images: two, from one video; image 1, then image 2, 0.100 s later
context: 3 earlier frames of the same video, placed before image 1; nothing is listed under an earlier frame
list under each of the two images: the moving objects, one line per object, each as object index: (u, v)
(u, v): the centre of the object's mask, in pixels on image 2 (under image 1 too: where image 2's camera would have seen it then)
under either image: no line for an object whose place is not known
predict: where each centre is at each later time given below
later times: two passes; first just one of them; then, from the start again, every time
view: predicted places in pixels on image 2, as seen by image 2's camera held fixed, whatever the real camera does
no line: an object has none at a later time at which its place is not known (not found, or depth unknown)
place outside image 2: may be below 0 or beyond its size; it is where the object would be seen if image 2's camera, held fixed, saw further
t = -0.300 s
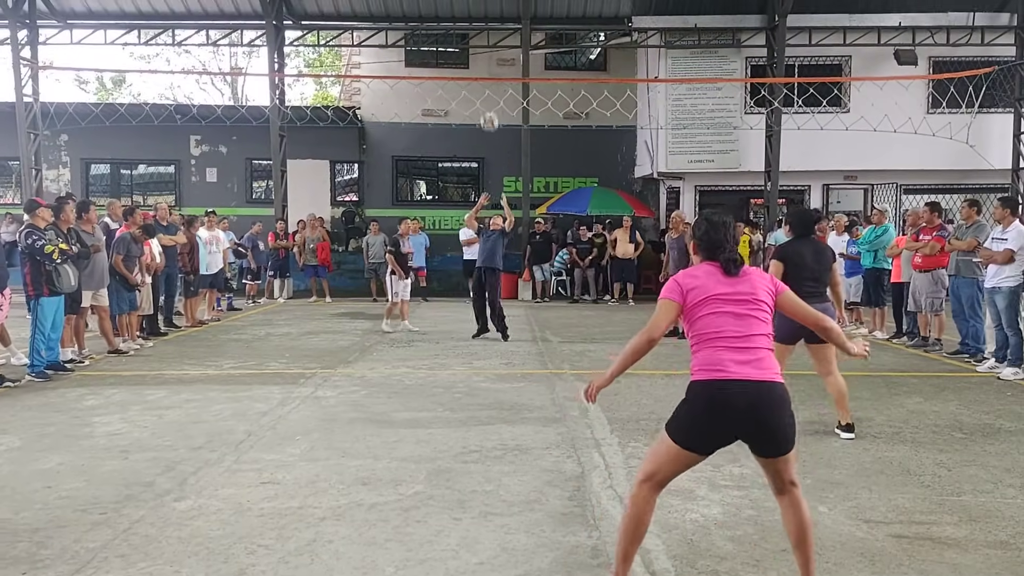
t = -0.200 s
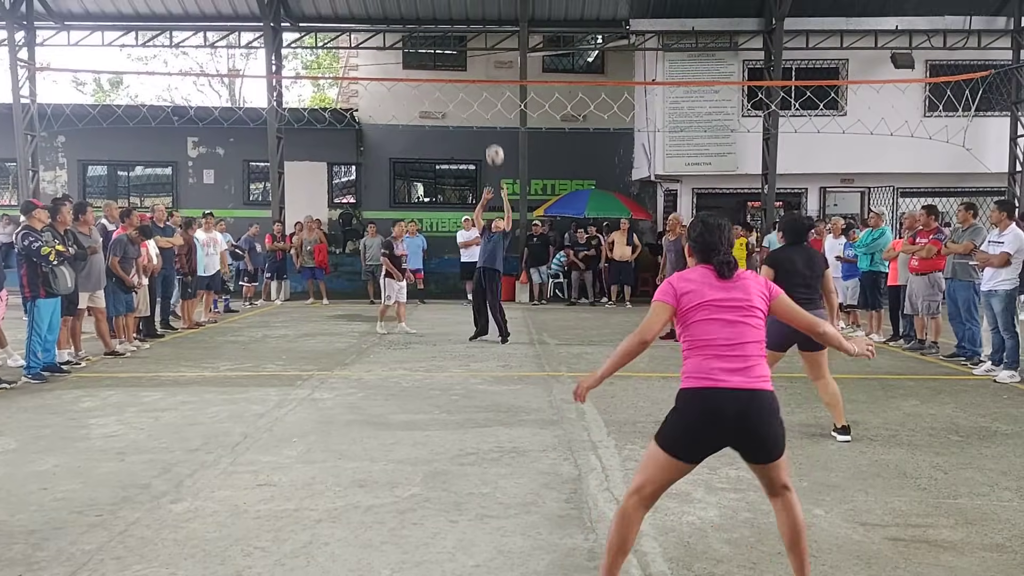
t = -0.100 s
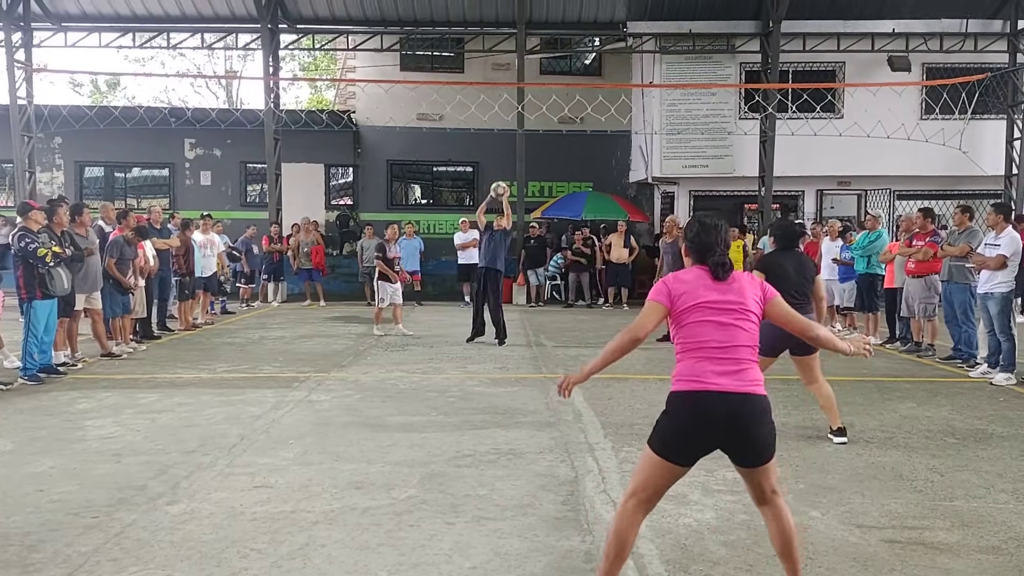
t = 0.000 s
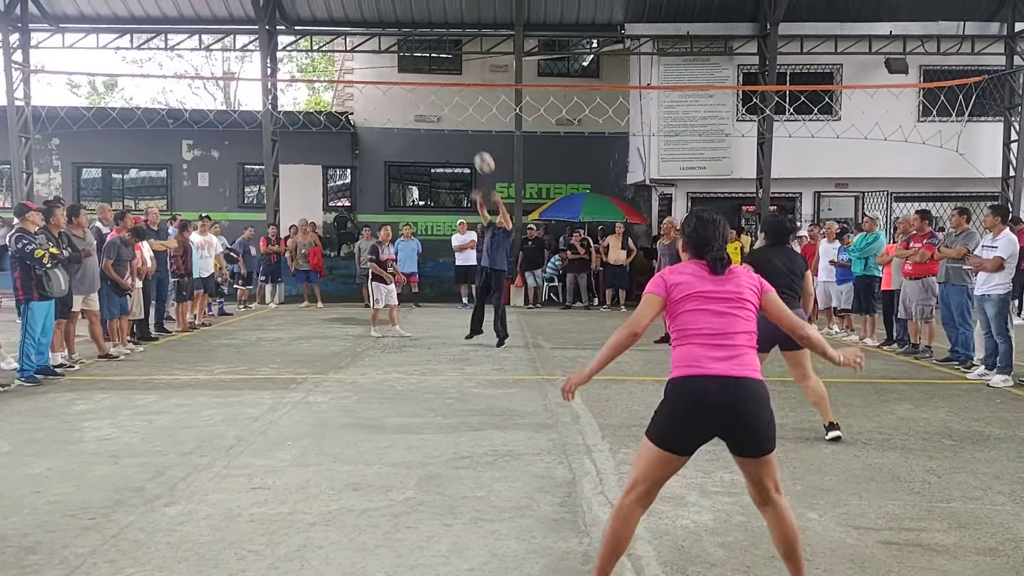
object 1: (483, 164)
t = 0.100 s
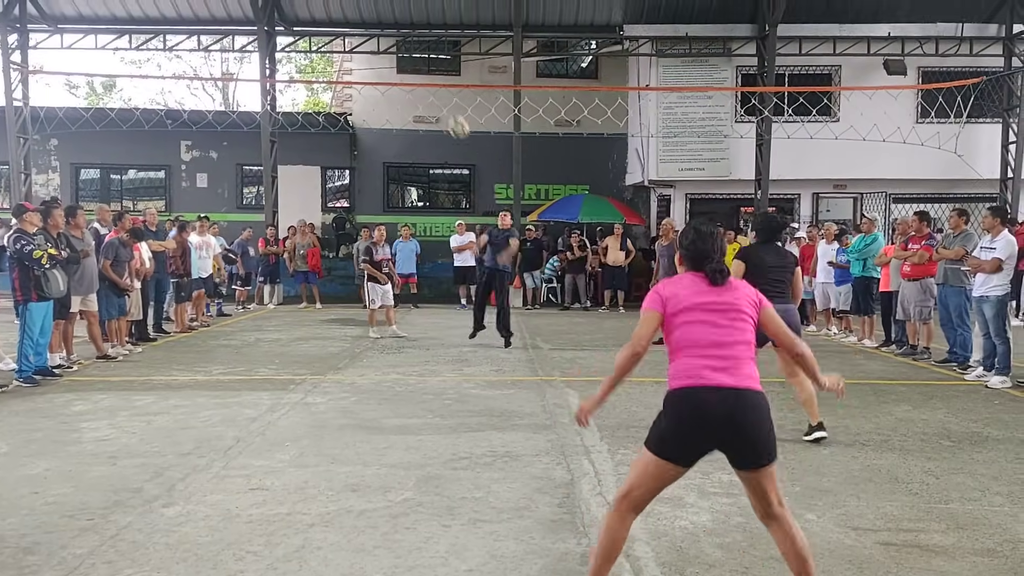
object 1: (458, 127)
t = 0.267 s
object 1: (410, 69)
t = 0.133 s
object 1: (450, 115)
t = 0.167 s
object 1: (440, 102)
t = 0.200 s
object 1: (431, 94)
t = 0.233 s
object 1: (420, 79)
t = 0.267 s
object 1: (410, 69)
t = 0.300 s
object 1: (400, 60)
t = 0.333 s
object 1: (389, 50)
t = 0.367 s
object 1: (376, 40)
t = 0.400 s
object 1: (363, 32)
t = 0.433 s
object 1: (350, 23)
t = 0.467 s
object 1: (337, 16)
